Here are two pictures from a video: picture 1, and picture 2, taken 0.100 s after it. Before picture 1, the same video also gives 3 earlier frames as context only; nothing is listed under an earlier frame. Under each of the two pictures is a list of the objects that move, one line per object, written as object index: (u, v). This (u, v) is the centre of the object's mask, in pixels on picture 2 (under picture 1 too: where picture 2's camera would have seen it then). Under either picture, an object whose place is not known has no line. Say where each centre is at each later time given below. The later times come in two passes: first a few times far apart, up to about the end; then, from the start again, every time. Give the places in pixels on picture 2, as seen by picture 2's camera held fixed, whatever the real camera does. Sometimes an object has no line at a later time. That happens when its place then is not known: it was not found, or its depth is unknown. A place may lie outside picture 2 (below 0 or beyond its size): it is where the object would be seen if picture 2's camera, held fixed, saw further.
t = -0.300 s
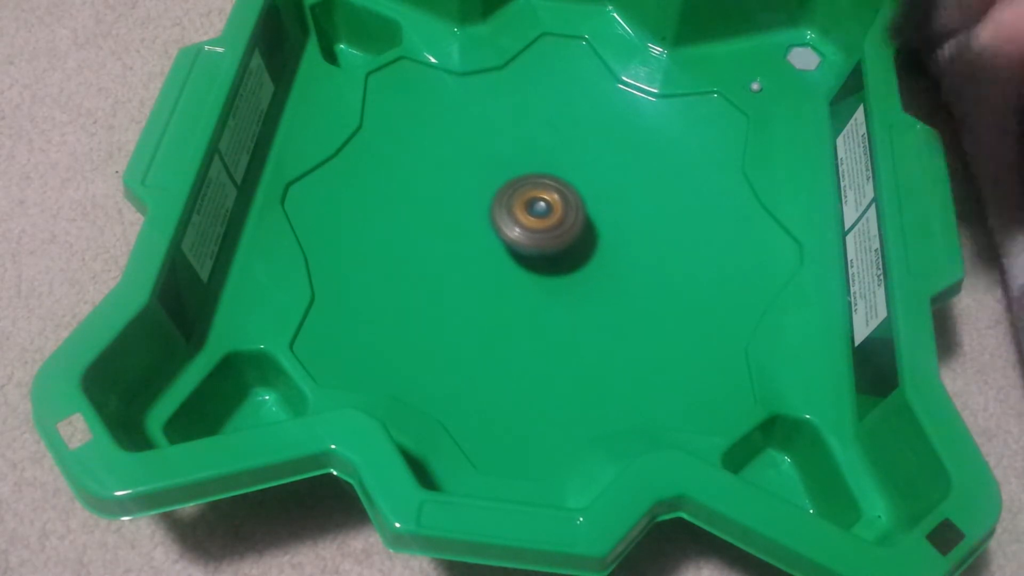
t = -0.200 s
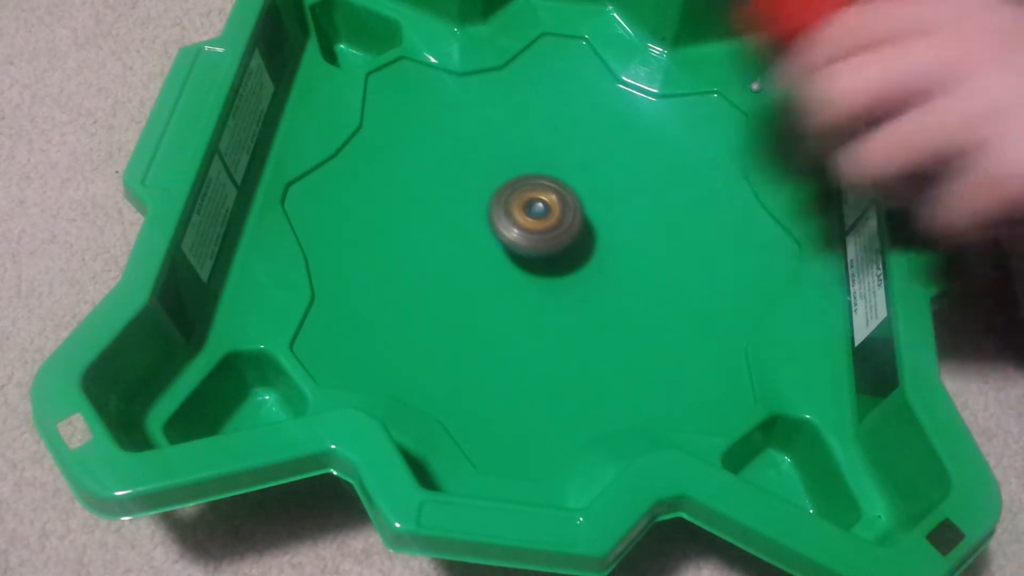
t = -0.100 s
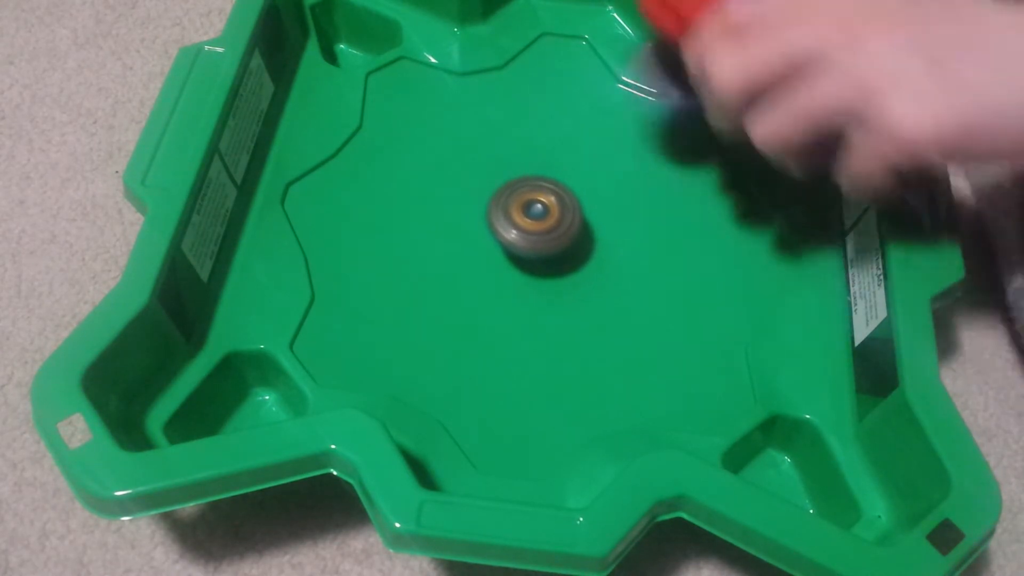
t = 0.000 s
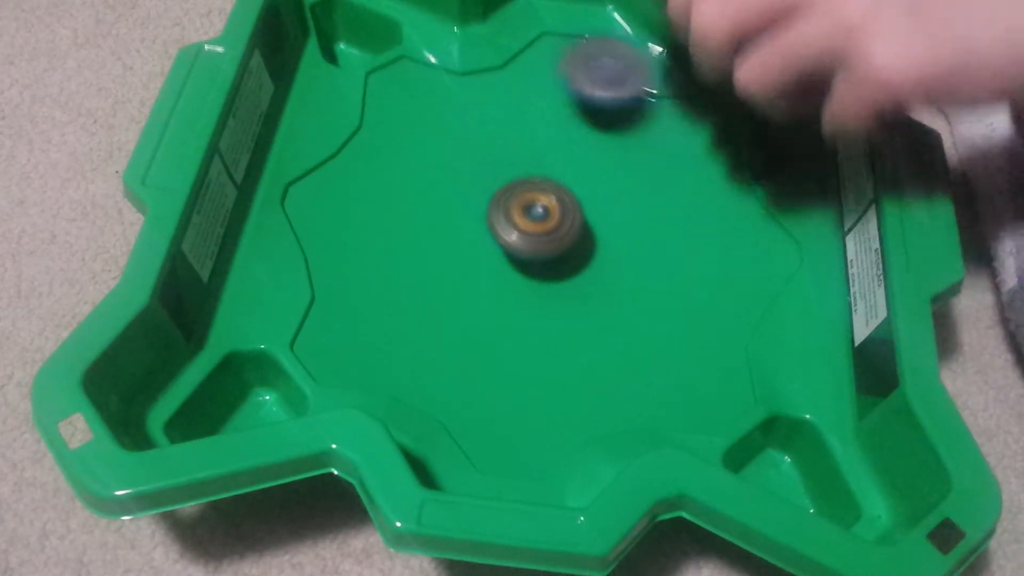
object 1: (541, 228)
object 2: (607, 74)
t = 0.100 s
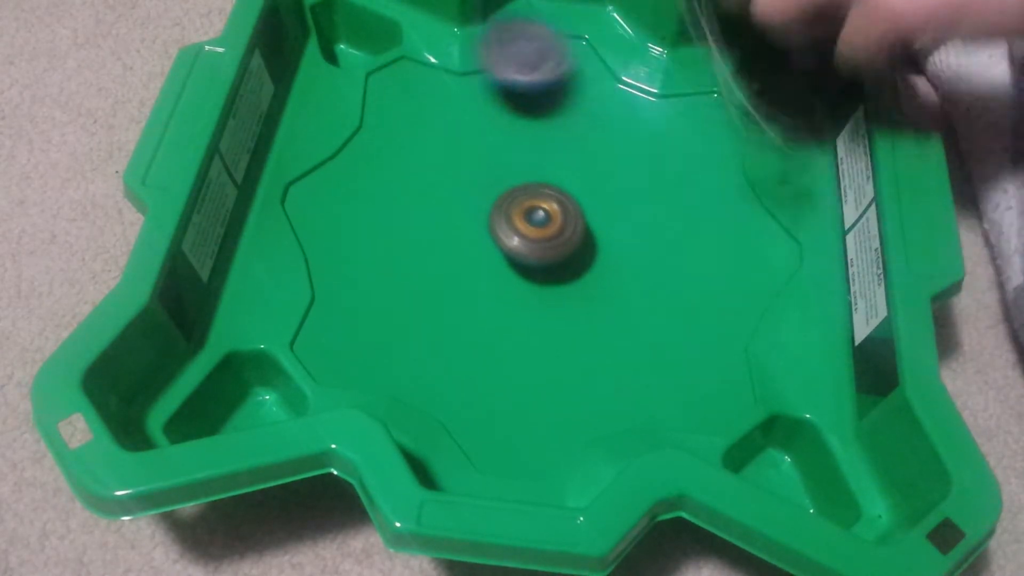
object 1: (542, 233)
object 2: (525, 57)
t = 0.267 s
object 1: (542, 239)
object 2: (394, 99)
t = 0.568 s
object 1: (585, 230)
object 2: (443, 295)
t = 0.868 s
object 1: (676, 219)
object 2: (628, 314)
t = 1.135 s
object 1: (668, 157)
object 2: (622, 262)
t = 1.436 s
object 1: (590, 160)
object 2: (472, 267)
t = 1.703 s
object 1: (503, 179)
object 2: (513, 323)
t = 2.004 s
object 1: (443, 227)
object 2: (543, 208)
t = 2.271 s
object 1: (448, 273)
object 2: (441, 156)
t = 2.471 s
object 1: (499, 307)
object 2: (440, 210)
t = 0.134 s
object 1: (543, 235)
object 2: (496, 56)
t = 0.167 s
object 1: (543, 236)
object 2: (468, 61)
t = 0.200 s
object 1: (543, 237)
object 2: (439, 70)
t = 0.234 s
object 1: (543, 238)
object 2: (415, 82)
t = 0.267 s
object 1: (542, 239)
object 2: (394, 99)
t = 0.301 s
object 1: (542, 240)
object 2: (384, 123)
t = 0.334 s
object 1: (542, 241)
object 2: (376, 147)
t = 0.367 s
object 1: (542, 241)
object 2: (380, 176)
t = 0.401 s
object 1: (541, 241)
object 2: (386, 201)
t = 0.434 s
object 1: (541, 242)
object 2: (397, 224)
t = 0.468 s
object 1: (541, 242)
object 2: (416, 244)
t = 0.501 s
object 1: (542, 242)
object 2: (438, 261)
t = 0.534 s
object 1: (560, 236)
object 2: (440, 279)
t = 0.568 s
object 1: (585, 230)
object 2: (443, 295)
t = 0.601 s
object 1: (605, 226)
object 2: (456, 312)
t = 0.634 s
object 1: (622, 224)
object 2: (477, 326)
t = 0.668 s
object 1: (635, 224)
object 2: (502, 336)
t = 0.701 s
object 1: (646, 225)
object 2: (529, 341)
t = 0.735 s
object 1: (655, 227)
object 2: (557, 340)
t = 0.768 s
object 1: (661, 229)
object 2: (583, 334)
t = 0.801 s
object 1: (667, 231)
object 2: (605, 323)
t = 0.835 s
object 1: (671, 231)
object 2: (623, 310)
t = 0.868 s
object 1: (676, 219)
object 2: (628, 314)
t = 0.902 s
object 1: (679, 202)
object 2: (631, 317)
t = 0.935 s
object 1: (681, 189)
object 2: (635, 315)
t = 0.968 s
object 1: (681, 179)
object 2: (640, 310)
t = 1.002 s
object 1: (680, 171)
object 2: (644, 302)
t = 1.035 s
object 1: (678, 166)
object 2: (644, 292)
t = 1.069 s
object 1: (675, 162)
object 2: (641, 281)
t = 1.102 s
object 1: (672, 159)
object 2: (634, 271)
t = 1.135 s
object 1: (668, 157)
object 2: (622, 262)
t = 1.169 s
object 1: (662, 156)
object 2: (608, 254)
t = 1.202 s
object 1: (656, 155)
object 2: (591, 247)
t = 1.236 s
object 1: (649, 155)
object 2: (572, 243)
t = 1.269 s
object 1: (641, 155)
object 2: (552, 240)
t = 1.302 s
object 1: (632, 156)
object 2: (533, 241)
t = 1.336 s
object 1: (622, 157)
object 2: (515, 244)
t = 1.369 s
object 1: (612, 158)
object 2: (497, 250)
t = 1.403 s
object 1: (601, 159)
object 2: (484, 257)
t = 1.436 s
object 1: (590, 160)
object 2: (472, 267)
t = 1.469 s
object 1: (578, 162)
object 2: (461, 273)
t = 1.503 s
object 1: (567, 163)
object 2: (455, 281)
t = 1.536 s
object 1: (556, 165)
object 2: (457, 295)
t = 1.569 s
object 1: (545, 167)
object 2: (464, 308)
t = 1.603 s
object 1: (534, 169)
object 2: (472, 317)
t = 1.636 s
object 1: (523, 172)
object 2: (484, 324)
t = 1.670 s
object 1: (512, 175)
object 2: (497, 324)
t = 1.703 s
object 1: (503, 179)
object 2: (513, 323)
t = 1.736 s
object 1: (493, 183)
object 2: (530, 321)
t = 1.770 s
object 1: (484, 187)
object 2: (543, 311)
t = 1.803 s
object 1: (476, 192)
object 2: (555, 299)
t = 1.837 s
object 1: (469, 197)
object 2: (562, 284)
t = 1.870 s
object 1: (462, 202)
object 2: (564, 268)
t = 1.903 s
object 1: (457, 208)
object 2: (564, 252)
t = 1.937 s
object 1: (451, 214)
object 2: (559, 236)
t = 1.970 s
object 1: (447, 220)
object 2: (552, 221)
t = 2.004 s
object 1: (443, 227)
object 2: (543, 208)
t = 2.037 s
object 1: (439, 233)
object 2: (534, 195)
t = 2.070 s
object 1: (436, 239)
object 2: (524, 184)
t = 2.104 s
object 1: (435, 245)
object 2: (512, 174)
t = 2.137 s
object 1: (436, 251)
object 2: (498, 167)
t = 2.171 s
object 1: (437, 257)
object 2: (484, 162)
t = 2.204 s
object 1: (440, 262)
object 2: (469, 156)
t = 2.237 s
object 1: (443, 268)
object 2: (453, 153)
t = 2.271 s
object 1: (448, 273)
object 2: (441, 156)
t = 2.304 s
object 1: (453, 278)
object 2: (431, 162)
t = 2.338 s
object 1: (460, 283)
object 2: (425, 173)
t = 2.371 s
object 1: (467, 288)
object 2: (423, 184)
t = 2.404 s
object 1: (475, 292)
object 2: (425, 196)
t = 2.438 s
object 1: (484, 296)
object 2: (432, 208)
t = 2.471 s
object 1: (499, 307)
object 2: (440, 210)
